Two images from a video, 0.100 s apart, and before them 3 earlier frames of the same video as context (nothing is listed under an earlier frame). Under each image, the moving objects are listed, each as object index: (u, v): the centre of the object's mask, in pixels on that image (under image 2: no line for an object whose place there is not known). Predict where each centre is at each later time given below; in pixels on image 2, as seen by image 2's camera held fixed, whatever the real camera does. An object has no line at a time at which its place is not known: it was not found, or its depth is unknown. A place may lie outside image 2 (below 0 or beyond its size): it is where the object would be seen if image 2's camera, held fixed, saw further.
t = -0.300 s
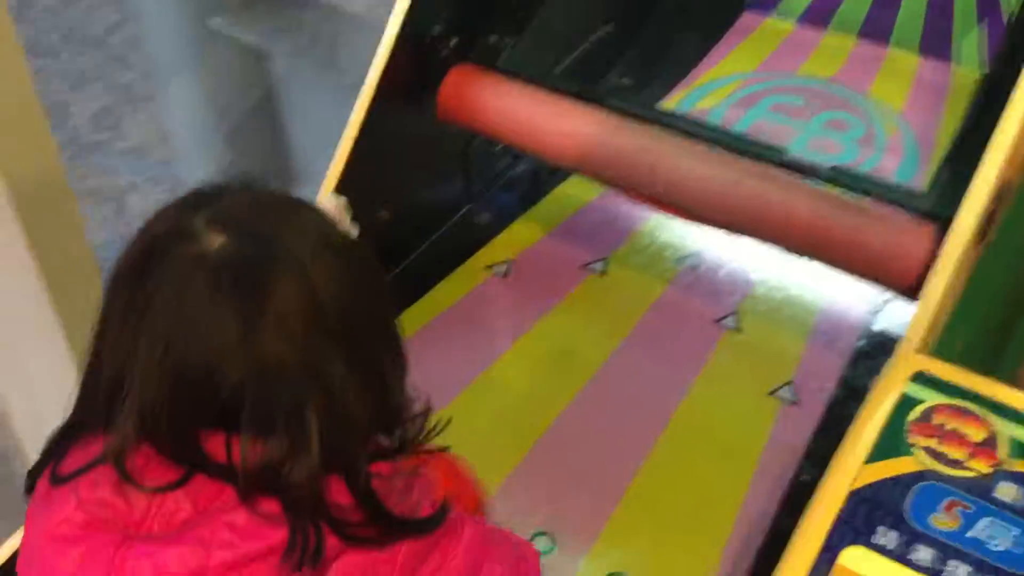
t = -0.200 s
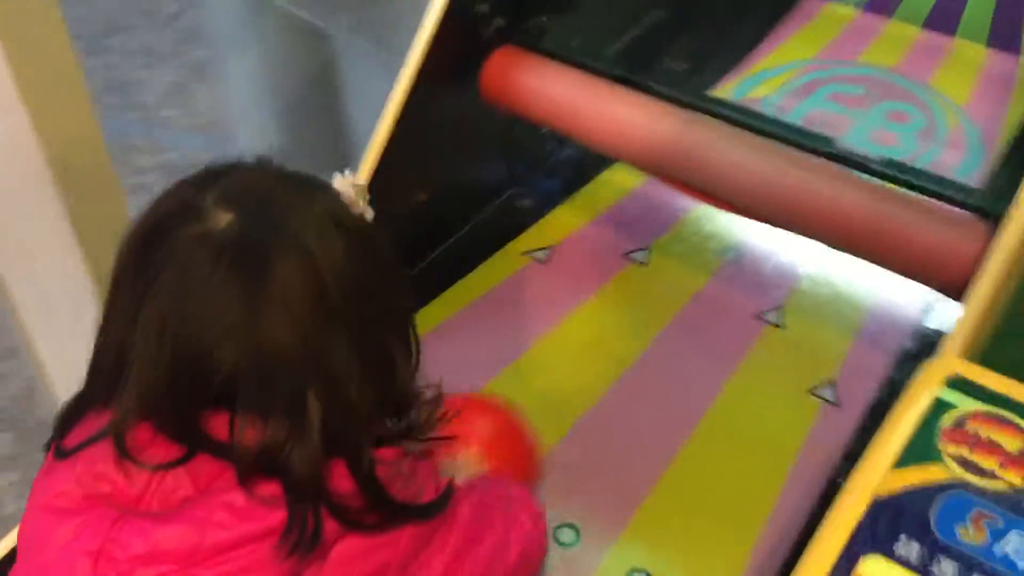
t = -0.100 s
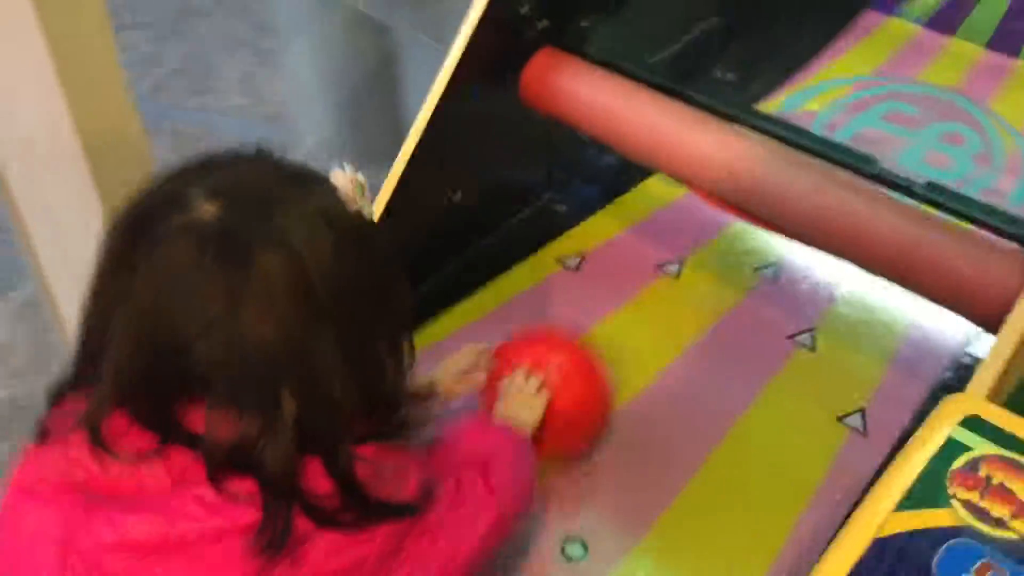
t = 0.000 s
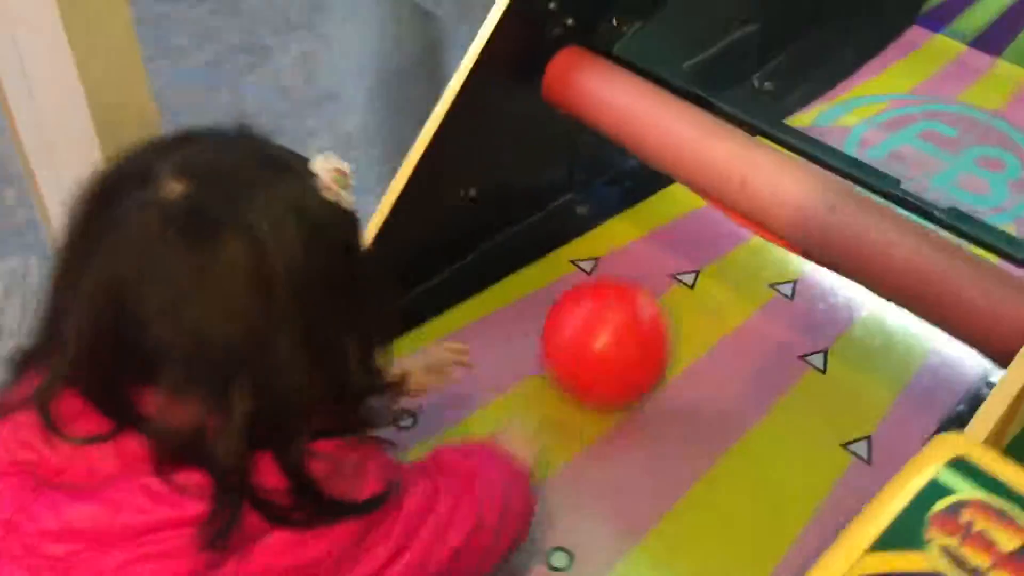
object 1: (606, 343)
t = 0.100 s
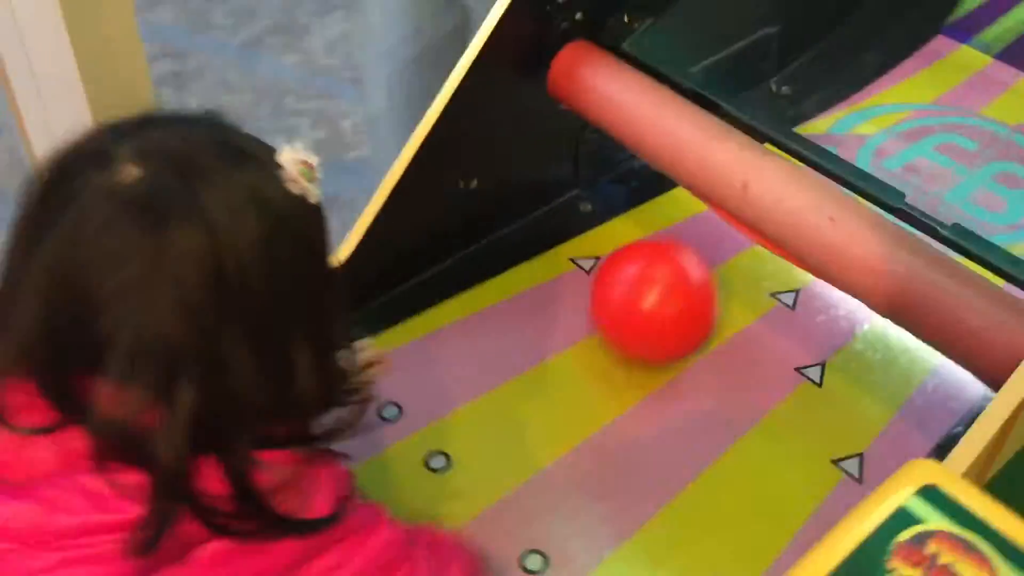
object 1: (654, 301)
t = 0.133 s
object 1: (672, 288)
